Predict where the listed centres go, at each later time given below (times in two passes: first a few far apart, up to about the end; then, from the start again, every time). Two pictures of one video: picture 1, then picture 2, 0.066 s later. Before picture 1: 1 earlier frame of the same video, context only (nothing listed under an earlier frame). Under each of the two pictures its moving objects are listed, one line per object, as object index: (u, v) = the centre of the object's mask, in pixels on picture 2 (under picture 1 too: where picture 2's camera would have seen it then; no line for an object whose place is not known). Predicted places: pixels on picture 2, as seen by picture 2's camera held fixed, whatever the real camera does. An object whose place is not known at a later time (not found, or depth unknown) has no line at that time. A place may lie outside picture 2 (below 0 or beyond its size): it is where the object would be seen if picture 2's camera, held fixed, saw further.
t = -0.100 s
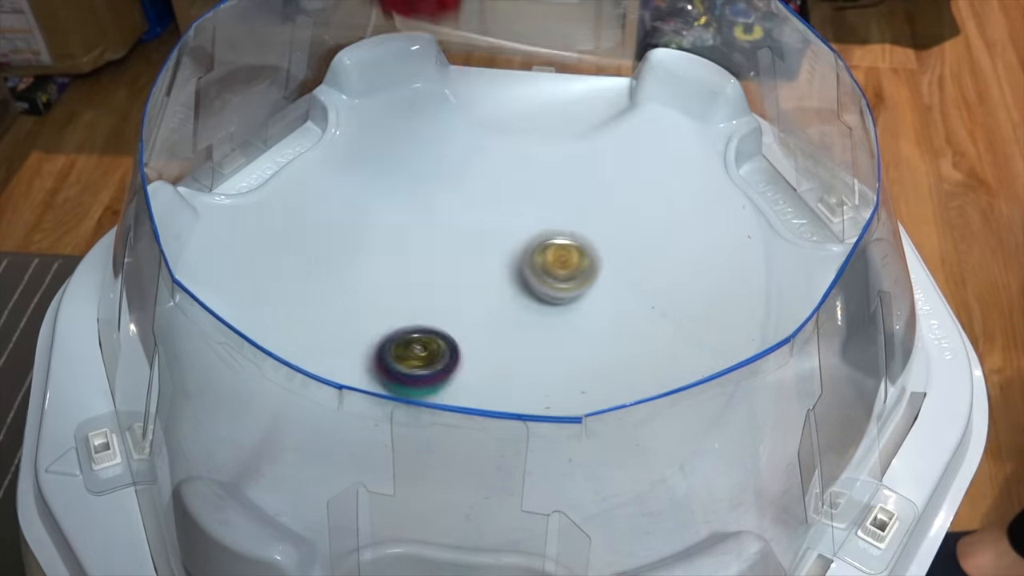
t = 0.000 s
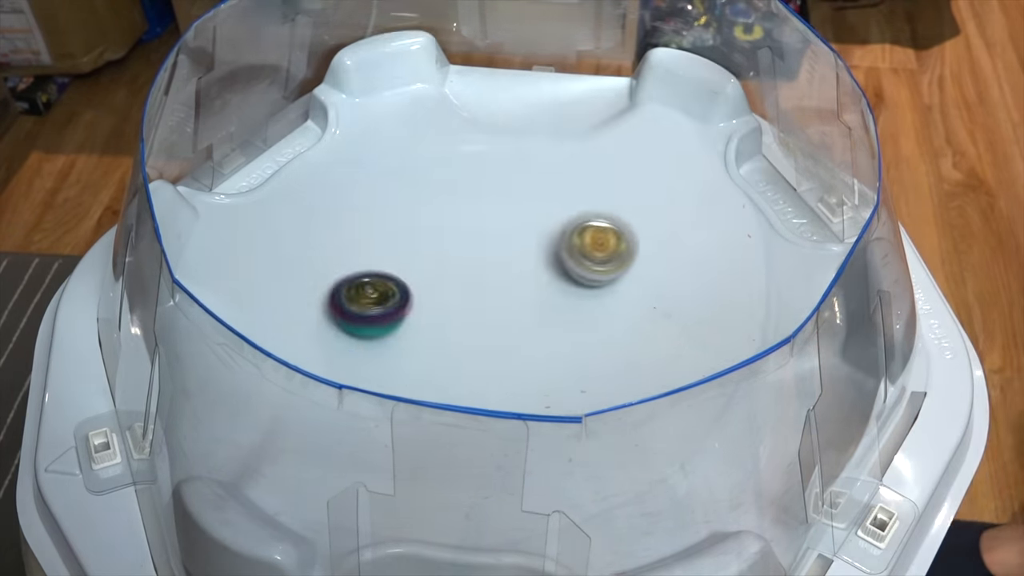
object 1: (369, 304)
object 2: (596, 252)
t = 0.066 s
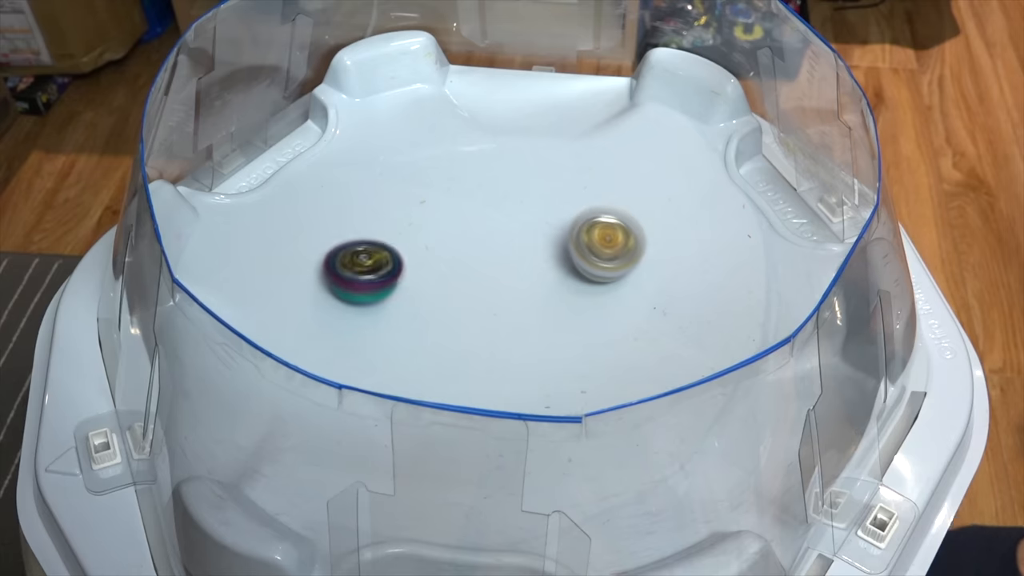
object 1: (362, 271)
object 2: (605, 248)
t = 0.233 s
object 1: (396, 236)
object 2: (568, 262)
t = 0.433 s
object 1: (418, 189)
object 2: (578, 381)
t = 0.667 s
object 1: (357, 118)
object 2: (712, 451)
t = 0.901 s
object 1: (336, 172)
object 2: (805, 388)
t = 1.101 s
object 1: (395, 278)
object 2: (790, 374)
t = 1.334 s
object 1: (580, 334)
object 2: (664, 368)
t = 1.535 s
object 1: (611, 180)
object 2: (541, 409)
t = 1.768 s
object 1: (551, 80)
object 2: (466, 342)
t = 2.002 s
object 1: (482, 154)
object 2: (480, 241)
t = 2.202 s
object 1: (444, 195)
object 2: (507, 330)
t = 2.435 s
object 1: (496, 331)
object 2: (565, 386)
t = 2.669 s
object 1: (615, 307)
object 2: (593, 417)
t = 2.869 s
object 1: (618, 253)
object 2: (585, 412)
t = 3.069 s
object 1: (544, 255)
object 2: (534, 371)
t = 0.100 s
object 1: (364, 259)
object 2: (603, 248)
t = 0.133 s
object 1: (369, 249)
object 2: (599, 250)
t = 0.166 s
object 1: (376, 242)
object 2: (591, 253)
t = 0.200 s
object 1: (385, 238)
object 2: (580, 257)
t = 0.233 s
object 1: (396, 236)
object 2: (568, 262)
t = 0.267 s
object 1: (410, 238)
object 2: (554, 268)
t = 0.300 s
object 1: (425, 241)
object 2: (538, 275)
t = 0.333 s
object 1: (440, 247)
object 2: (522, 281)
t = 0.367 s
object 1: (442, 236)
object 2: (526, 297)
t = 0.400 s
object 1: (429, 207)
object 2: (551, 337)
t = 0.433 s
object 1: (418, 189)
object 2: (578, 381)
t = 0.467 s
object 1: (408, 169)
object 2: (606, 416)
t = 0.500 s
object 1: (399, 154)
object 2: (634, 447)
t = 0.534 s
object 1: (390, 141)
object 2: (666, 473)
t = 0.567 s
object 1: (381, 132)
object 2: (692, 490)
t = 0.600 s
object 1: (373, 125)
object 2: (704, 466)
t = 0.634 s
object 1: (365, 120)
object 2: (711, 452)
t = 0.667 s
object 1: (357, 118)
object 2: (712, 451)
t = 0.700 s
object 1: (350, 118)
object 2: (712, 458)
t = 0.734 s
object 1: (344, 121)
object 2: (723, 452)
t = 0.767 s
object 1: (339, 127)
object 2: (742, 437)
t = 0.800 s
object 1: (336, 135)
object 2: (759, 424)
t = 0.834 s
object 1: (335, 146)
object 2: (772, 414)
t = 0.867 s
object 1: (335, 158)
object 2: (789, 401)
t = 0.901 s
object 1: (336, 172)
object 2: (805, 388)
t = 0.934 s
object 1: (340, 187)
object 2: (826, 379)
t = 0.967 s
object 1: (345, 203)
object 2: (840, 365)
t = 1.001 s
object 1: (353, 221)
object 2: (834, 362)
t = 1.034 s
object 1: (364, 239)
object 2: (822, 364)
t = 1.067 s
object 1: (378, 259)
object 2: (805, 370)
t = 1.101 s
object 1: (395, 278)
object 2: (790, 374)
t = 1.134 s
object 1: (415, 295)
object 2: (780, 377)
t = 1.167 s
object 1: (439, 311)
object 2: (763, 368)
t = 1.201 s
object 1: (465, 324)
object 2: (748, 369)
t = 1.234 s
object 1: (493, 333)
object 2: (731, 370)
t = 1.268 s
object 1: (522, 337)
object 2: (711, 370)
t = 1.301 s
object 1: (551, 338)
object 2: (689, 369)
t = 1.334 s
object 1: (580, 334)
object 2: (664, 368)
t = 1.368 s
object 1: (602, 318)
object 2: (638, 368)
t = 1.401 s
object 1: (613, 295)
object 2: (623, 389)
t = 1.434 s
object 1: (616, 266)
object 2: (605, 398)
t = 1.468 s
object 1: (618, 237)
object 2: (584, 408)
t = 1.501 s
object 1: (615, 207)
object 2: (564, 411)
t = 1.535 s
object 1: (611, 180)
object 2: (541, 409)
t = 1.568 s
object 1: (604, 153)
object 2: (522, 405)
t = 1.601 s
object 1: (596, 128)
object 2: (507, 397)
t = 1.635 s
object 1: (586, 108)
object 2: (495, 382)
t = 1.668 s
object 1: (576, 92)
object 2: (486, 376)
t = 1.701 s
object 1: (570, 75)
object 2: (476, 365)
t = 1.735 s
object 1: (558, 76)
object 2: (469, 349)
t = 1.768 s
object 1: (551, 80)
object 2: (466, 342)
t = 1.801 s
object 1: (537, 89)
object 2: (463, 327)
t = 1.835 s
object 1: (525, 98)
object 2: (462, 310)
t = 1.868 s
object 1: (516, 106)
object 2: (462, 293)
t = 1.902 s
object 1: (507, 115)
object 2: (463, 277)
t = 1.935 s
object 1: (500, 125)
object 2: (467, 263)
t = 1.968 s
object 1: (491, 139)
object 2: (473, 251)
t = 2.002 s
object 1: (482, 154)
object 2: (480, 241)
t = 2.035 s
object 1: (472, 167)
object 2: (488, 240)
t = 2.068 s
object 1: (466, 165)
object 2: (493, 257)
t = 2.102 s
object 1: (460, 167)
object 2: (497, 275)
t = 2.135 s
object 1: (454, 172)
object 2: (500, 293)
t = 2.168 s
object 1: (448, 182)
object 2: (502, 313)
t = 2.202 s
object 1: (444, 195)
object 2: (507, 330)
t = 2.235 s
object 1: (441, 211)
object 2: (512, 343)
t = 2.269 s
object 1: (441, 230)
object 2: (520, 360)
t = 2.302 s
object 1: (444, 250)
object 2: (529, 370)
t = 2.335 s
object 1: (451, 272)
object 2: (537, 378)
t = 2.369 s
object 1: (462, 293)
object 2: (548, 382)
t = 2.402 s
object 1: (477, 313)
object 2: (557, 385)
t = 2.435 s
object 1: (496, 331)
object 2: (565, 386)
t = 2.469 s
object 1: (516, 342)
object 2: (568, 384)
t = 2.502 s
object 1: (539, 337)
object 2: (572, 384)
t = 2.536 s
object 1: (561, 331)
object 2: (581, 401)
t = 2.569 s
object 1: (581, 331)
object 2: (585, 407)
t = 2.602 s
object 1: (596, 321)
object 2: (588, 413)
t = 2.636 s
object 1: (607, 314)
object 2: (591, 416)
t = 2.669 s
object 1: (615, 307)
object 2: (593, 417)
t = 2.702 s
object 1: (620, 297)
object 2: (595, 422)
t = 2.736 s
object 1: (622, 289)
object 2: (594, 422)
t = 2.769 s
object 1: (624, 280)
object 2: (594, 421)
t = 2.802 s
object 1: (624, 271)
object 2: (593, 419)
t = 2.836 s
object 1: (622, 262)
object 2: (590, 416)
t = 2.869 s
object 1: (618, 253)
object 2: (585, 412)
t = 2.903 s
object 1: (610, 247)
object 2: (579, 406)
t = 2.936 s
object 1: (600, 243)
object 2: (573, 399)
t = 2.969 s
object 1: (587, 242)
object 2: (564, 389)
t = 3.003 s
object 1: (574, 243)
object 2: (554, 385)
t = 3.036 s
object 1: (559, 248)
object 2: (544, 379)
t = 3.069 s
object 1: (544, 255)
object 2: (534, 371)
